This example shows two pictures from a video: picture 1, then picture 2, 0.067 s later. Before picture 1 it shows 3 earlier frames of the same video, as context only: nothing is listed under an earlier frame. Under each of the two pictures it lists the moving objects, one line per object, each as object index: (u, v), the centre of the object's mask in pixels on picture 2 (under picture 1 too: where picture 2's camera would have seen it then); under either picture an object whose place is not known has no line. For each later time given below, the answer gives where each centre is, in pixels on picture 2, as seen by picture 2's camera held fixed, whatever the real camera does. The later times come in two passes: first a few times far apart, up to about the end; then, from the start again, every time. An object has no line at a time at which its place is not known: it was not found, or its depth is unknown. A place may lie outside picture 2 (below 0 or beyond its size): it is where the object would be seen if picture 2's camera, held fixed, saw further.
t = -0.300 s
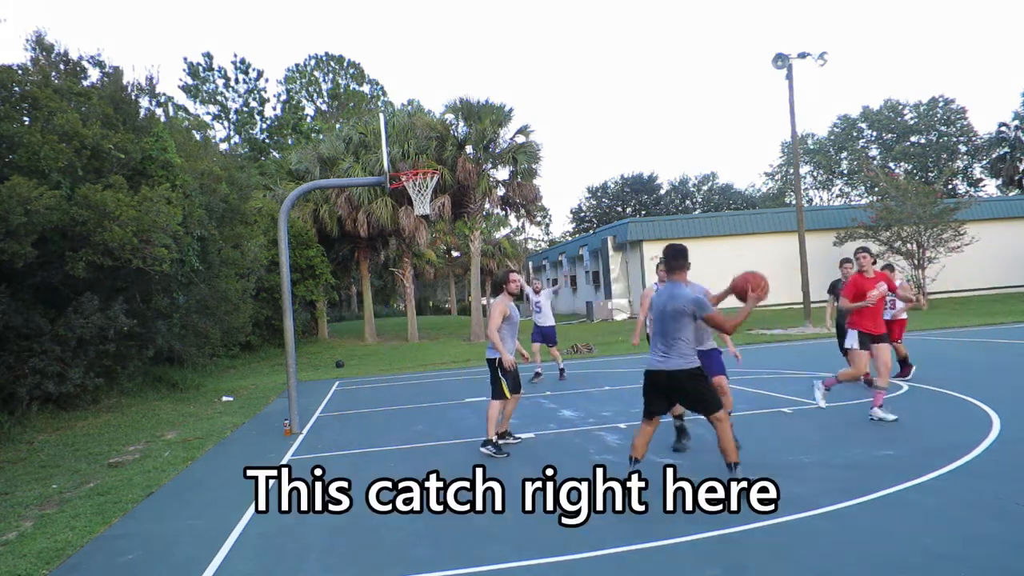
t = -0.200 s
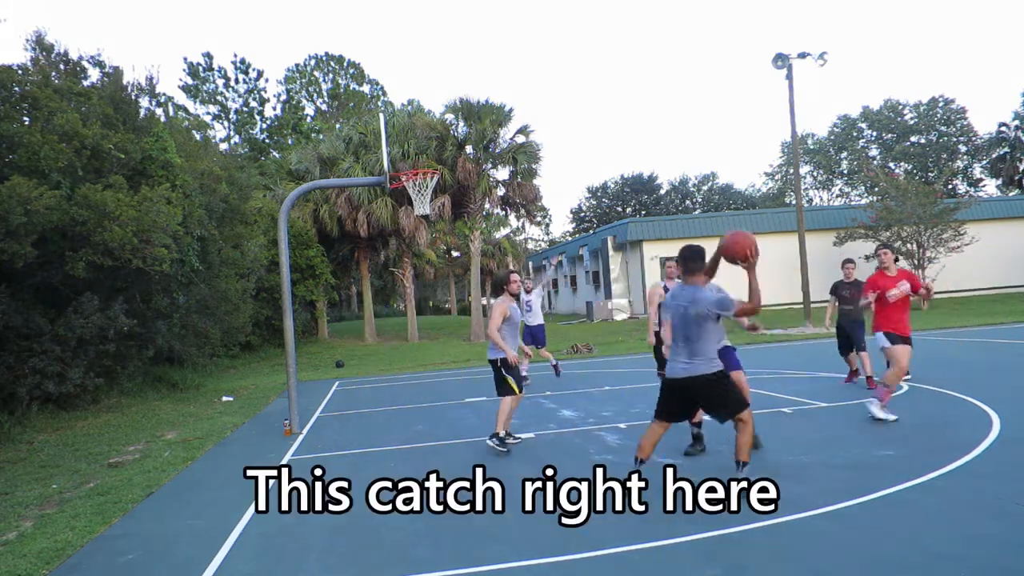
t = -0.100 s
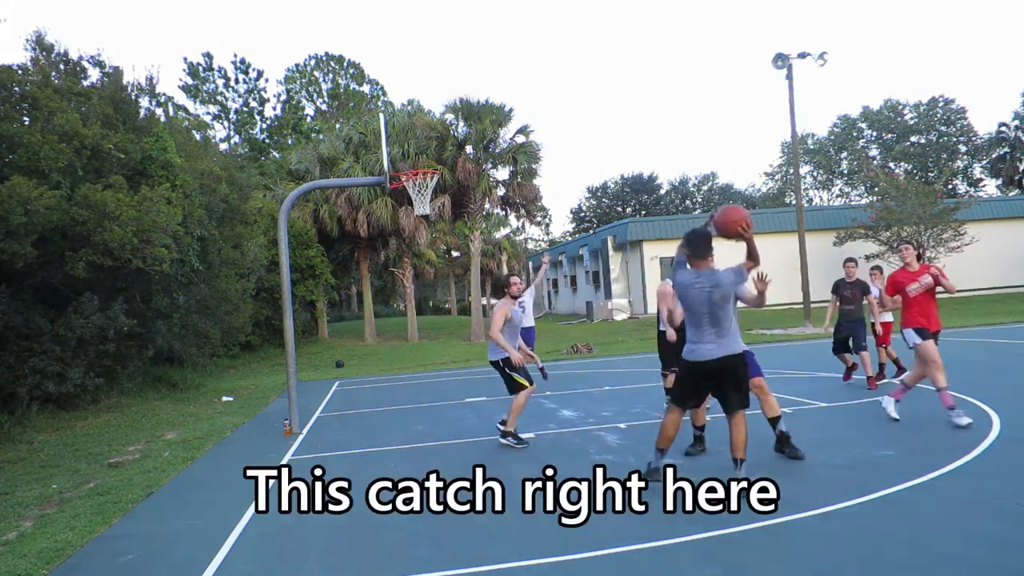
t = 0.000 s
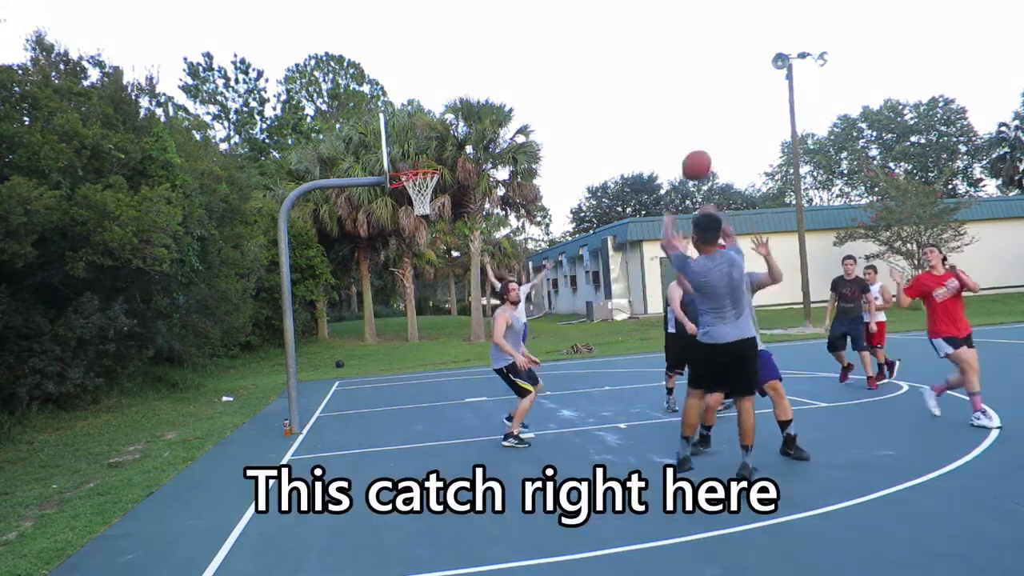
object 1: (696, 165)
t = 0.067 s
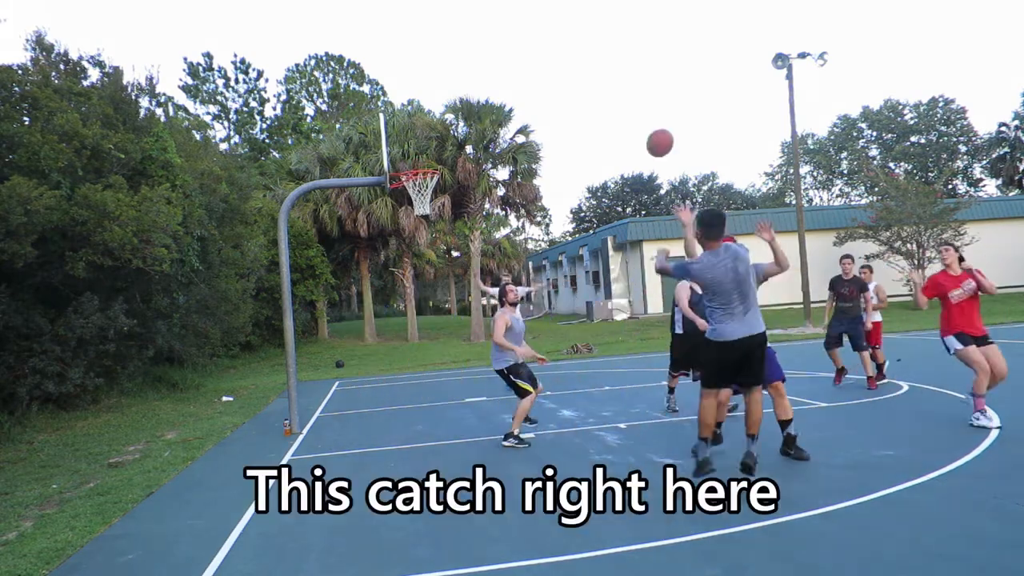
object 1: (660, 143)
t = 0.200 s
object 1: (605, 121)
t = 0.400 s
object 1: (550, 124)
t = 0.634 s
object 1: (509, 160)
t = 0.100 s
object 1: (644, 135)
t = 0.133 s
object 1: (630, 129)
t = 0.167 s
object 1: (617, 124)
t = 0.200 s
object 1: (605, 121)
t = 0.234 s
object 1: (594, 119)
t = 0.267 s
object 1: (584, 119)
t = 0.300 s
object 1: (574, 119)
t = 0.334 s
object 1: (566, 120)
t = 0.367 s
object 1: (558, 122)
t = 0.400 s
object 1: (550, 124)
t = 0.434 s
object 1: (543, 128)
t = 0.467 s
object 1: (537, 132)
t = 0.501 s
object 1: (531, 136)
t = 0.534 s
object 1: (524, 142)
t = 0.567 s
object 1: (520, 148)
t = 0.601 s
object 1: (515, 153)
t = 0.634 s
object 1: (509, 160)
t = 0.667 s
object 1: (505, 166)
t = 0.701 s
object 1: (500, 174)
